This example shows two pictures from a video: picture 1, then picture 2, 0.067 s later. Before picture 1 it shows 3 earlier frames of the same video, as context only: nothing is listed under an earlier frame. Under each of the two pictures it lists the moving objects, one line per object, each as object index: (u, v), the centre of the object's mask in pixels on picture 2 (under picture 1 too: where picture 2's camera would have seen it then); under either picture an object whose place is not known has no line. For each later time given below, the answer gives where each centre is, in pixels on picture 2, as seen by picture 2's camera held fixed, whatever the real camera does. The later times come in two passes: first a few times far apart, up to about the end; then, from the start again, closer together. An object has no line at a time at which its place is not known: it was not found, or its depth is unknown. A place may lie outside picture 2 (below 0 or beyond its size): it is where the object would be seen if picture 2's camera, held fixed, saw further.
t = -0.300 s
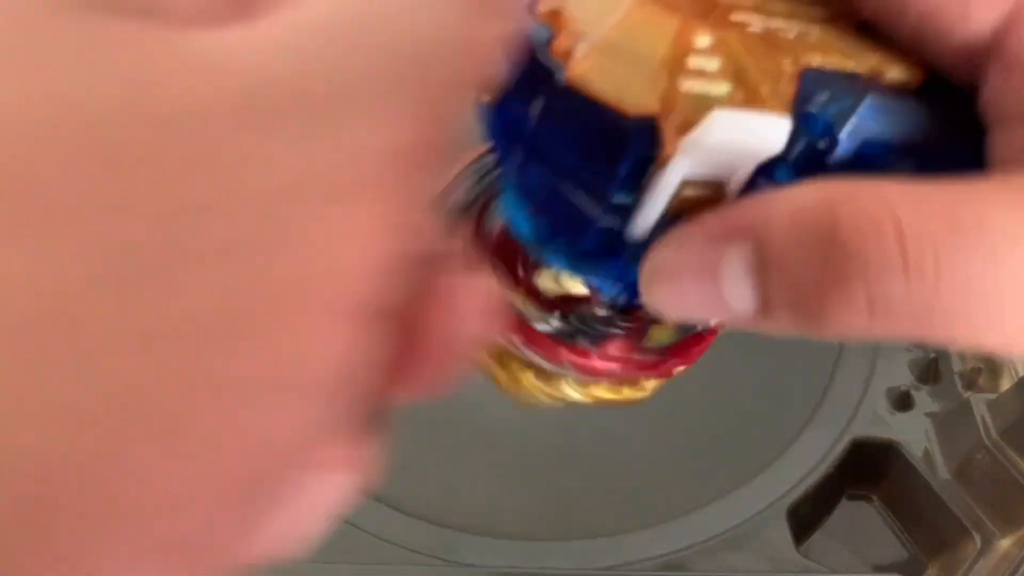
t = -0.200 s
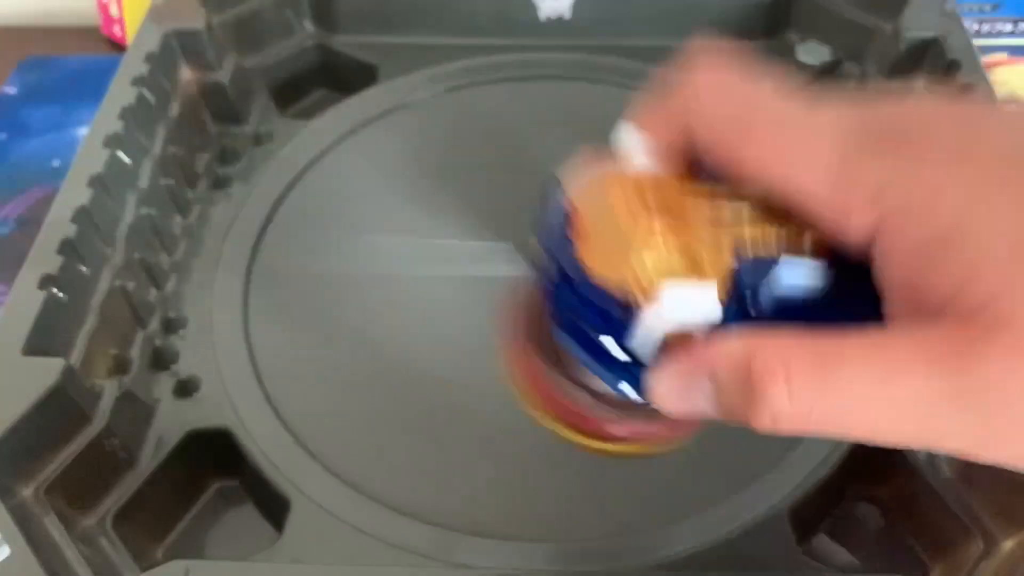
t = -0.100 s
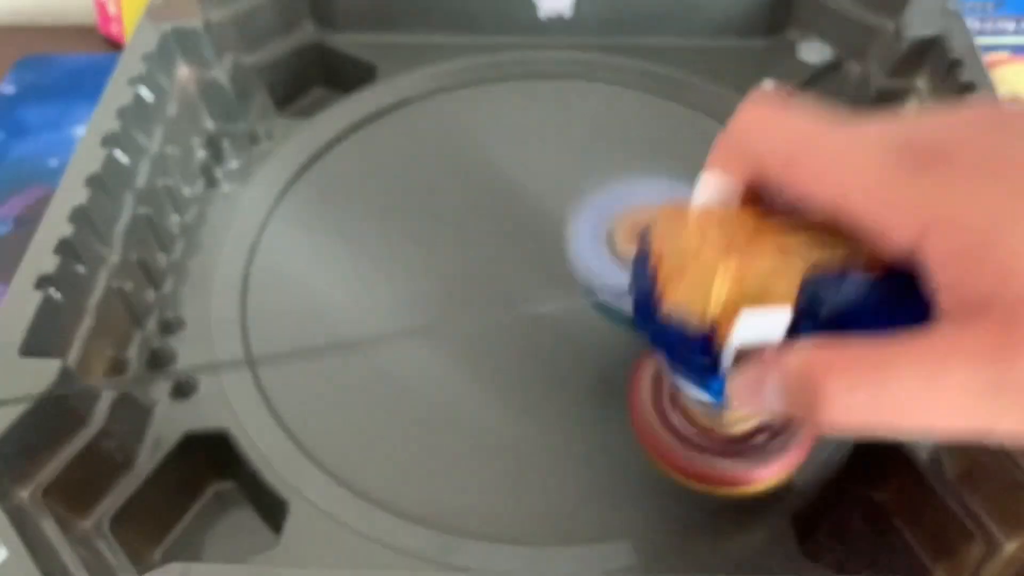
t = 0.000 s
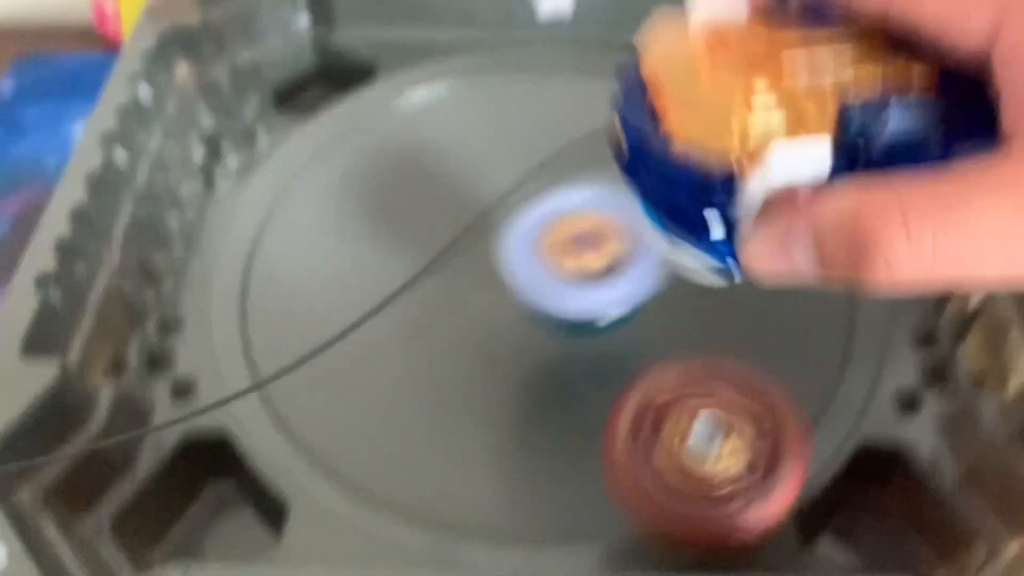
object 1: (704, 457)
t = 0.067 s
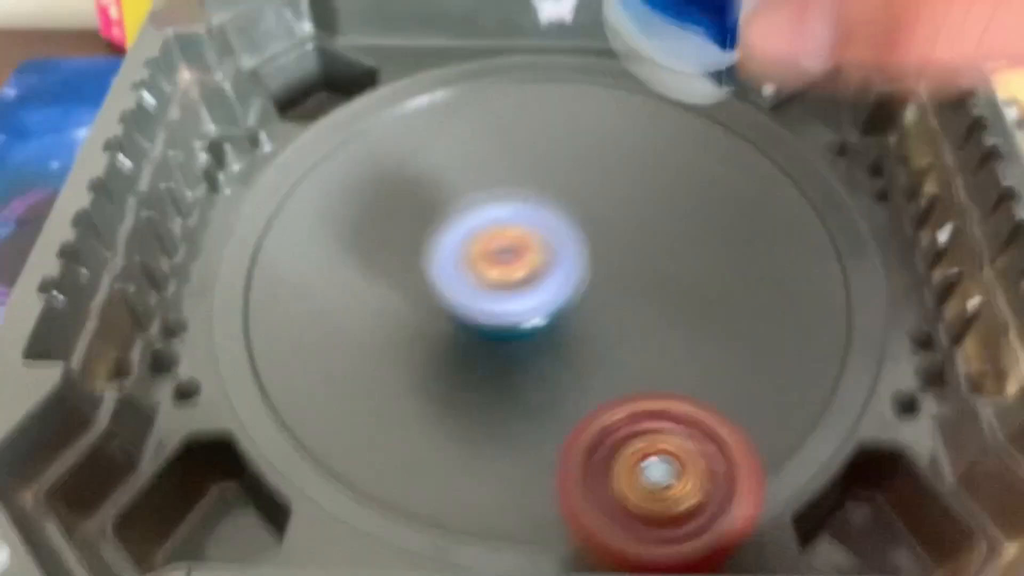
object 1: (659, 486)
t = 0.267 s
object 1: (361, 355)
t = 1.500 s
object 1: (356, 333)
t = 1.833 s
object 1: (515, 193)
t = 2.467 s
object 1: (449, 168)
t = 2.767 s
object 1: (513, 266)
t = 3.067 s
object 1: (569, 270)
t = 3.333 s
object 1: (604, 221)
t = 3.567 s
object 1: (671, 224)
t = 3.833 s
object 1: (653, 304)
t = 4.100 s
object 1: (635, 234)
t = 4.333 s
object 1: (704, 164)
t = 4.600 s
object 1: (704, 230)
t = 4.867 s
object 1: (591, 239)
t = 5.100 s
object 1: (646, 192)
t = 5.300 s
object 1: (738, 226)
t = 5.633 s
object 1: (549, 286)
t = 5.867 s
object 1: (592, 197)
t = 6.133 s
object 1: (672, 172)
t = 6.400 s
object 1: (594, 253)
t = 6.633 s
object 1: (497, 172)
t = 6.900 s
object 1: (523, 121)
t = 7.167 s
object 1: (545, 194)
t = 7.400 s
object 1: (404, 220)
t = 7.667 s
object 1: (308, 219)
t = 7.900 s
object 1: (387, 224)
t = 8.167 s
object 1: (464, 356)
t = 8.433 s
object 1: (453, 430)
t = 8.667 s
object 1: (512, 373)
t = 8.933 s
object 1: (655, 329)
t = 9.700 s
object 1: (647, 224)
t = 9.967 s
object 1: (537, 173)
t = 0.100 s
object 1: (628, 478)
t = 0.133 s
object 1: (593, 485)
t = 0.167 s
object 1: (529, 453)
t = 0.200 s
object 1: (468, 438)
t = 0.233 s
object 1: (409, 401)
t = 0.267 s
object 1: (361, 355)
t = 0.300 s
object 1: (325, 303)
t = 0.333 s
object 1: (306, 247)
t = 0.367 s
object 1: (287, 218)
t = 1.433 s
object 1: (403, 367)
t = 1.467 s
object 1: (376, 353)
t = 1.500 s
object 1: (356, 333)
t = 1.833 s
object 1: (515, 193)
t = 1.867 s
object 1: (551, 184)
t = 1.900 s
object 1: (562, 209)
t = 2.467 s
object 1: (449, 168)
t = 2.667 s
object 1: (462, 205)
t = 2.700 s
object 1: (479, 223)
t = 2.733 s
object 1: (496, 243)
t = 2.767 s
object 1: (513, 266)
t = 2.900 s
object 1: (567, 307)
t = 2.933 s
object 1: (567, 303)
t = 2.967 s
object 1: (569, 293)
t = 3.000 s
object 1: (570, 284)
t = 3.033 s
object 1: (570, 276)
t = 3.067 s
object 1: (569, 270)
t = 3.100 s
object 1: (568, 267)
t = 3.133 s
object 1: (567, 265)
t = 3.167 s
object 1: (565, 265)
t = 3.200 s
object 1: (565, 266)
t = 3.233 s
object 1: (568, 265)
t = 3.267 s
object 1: (575, 258)
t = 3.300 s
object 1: (587, 241)
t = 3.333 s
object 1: (604, 221)
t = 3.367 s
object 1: (619, 207)
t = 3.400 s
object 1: (632, 197)
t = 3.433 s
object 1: (642, 194)
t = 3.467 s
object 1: (652, 195)
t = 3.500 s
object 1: (660, 201)
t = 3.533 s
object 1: (666, 209)
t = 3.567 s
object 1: (671, 224)
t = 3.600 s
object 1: (674, 237)
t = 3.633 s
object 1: (675, 253)
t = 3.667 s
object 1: (673, 272)
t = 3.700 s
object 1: (668, 289)
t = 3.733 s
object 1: (657, 307)
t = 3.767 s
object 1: (651, 320)
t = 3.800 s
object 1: (649, 314)
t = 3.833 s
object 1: (653, 304)
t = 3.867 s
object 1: (653, 294)
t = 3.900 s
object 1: (648, 286)
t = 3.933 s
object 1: (641, 278)
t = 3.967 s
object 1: (634, 272)
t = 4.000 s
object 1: (627, 267)
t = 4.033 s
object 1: (625, 261)
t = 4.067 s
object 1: (628, 250)
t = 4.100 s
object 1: (635, 234)
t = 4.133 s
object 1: (643, 220)
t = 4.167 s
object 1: (650, 208)
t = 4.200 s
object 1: (659, 197)
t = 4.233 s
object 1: (671, 186)
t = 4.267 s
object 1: (683, 178)
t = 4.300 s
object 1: (694, 171)
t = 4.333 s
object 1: (704, 164)
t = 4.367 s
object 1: (712, 162)
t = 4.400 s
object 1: (720, 164)
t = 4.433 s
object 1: (726, 170)
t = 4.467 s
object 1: (729, 178)
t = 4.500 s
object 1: (729, 190)
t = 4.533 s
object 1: (726, 203)
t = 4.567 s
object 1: (717, 217)
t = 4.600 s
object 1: (704, 230)
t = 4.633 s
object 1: (686, 243)
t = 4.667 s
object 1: (664, 253)
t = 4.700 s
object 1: (640, 261)
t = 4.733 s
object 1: (617, 264)
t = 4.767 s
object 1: (610, 260)
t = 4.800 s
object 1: (603, 254)
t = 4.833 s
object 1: (597, 247)
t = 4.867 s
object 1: (591, 239)
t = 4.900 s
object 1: (585, 231)
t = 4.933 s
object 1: (580, 222)
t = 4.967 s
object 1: (578, 214)
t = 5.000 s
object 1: (593, 205)
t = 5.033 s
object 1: (614, 196)
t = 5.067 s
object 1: (631, 193)
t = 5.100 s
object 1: (646, 192)
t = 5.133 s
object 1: (658, 195)
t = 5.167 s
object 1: (665, 201)
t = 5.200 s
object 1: (678, 209)
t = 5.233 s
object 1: (705, 212)
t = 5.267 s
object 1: (726, 218)
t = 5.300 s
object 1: (738, 226)
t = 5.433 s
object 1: (708, 274)
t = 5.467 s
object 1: (684, 285)
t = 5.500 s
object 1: (656, 292)
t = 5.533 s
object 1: (629, 296)
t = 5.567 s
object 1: (601, 297)
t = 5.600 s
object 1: (576, 293)
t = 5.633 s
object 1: (549, 286)
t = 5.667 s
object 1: (533, 276)
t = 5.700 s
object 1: (539, 257)
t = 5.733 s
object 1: (546, 240)
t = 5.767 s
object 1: (554, 226)
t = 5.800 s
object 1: (563, 214)
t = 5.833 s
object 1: (577, 206)
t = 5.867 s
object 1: (592, 197)
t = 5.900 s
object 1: (611, 188)
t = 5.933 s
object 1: (626, 176)
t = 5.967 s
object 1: (641, 169)
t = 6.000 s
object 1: (651, 161)
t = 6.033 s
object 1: (661, 158)
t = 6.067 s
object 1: (669, 158)
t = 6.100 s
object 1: (672, 164)
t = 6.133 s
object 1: (672, 172)
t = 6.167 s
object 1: (667, 183)
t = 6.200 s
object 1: (661, 194)
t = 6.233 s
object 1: (652, 207)
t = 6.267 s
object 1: (641, 219)
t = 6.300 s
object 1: (631, 230)
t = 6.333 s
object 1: (619, 240)
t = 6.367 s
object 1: (608, 247)
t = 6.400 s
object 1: (594, 253)
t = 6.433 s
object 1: (580, 255)
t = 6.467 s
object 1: (567, 252)
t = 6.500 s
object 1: (556, 244)
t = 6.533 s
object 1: (543, 231)
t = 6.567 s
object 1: (521, 210)
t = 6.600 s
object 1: (506, 193)
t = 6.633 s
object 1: (497, 172)
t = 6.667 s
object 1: (491, 156)
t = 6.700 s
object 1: (490, 144)
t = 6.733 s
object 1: (492, 133)
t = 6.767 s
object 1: (497, 125)
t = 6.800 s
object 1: (502, 119)
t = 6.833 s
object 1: (510, 118)
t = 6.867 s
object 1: (517, 118)
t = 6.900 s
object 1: (523, 121)
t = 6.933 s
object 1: (530, 126)
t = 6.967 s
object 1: (535, 132)
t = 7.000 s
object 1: (540, 139)
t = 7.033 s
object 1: (545, 150)
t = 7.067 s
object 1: (548, 160)
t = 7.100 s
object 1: (550, 173)
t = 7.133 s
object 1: (549, 184)
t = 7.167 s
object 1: (545, 194)
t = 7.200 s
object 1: (533, 204)
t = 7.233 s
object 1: (505, 209)
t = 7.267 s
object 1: (475, 212)
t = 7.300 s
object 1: (453, 216)
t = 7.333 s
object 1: (433, 219)
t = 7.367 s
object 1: (416, 221)
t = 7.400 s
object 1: (404, 220)
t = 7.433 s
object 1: (391, 221)
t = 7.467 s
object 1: (383, 221)
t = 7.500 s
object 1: (377, 220)
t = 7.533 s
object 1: (373, 221)
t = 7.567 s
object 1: (372, 220)
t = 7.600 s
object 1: (370, 221)
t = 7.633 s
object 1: (344, 221)
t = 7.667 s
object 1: (308, 219)
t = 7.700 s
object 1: (282, 217)
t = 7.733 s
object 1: (268, 215)
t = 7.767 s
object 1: (290, 212)
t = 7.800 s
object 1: (317, 210)
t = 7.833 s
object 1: (344, 213)
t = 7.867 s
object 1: (367, 217)
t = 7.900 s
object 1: (387, 224)
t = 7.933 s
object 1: (408, 235)
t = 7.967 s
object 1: (425, 246)
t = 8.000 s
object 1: (439, 263)
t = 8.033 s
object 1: (450, 278)
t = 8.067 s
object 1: (457, 296)
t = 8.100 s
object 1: (461, 318)
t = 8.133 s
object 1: (463, 338)
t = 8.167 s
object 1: (464, 356)
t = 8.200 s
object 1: (463, 374)
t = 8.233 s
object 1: (459, 391)
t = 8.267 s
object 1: (457, 405)
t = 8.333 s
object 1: (454, 423)
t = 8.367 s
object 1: (452, 428)
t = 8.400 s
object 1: (451, 432)
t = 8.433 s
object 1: (453, 430)
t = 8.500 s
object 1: (465, 418)
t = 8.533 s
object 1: (471, 407)
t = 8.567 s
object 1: (480, 396)
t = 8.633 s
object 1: (500, 379)
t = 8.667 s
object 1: (512, 373)
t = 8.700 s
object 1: (526, 364)
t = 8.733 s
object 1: (541, 358)
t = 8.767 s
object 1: (555, 351)
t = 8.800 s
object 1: (571, 344)
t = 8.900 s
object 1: (619, 324)
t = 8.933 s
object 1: (655, 329)
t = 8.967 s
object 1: (685, 329)
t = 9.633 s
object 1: (674, 232)
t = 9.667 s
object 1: (662, 229)
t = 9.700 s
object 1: (647, 224)
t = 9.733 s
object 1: (634, 218)
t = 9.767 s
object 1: (621, 210)
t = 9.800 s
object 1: (605, 203)
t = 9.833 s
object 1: (593, 195)
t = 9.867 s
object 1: (576, 187)
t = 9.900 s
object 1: (562, 185)
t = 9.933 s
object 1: (549, 178)
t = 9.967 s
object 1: (537, 173)
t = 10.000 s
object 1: (525, 169)
